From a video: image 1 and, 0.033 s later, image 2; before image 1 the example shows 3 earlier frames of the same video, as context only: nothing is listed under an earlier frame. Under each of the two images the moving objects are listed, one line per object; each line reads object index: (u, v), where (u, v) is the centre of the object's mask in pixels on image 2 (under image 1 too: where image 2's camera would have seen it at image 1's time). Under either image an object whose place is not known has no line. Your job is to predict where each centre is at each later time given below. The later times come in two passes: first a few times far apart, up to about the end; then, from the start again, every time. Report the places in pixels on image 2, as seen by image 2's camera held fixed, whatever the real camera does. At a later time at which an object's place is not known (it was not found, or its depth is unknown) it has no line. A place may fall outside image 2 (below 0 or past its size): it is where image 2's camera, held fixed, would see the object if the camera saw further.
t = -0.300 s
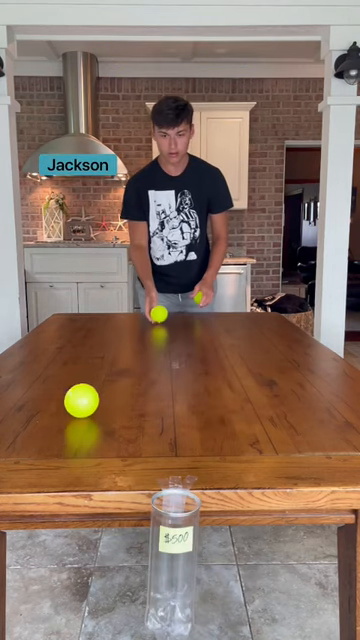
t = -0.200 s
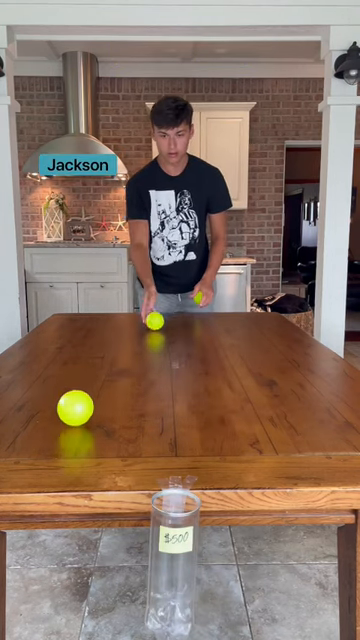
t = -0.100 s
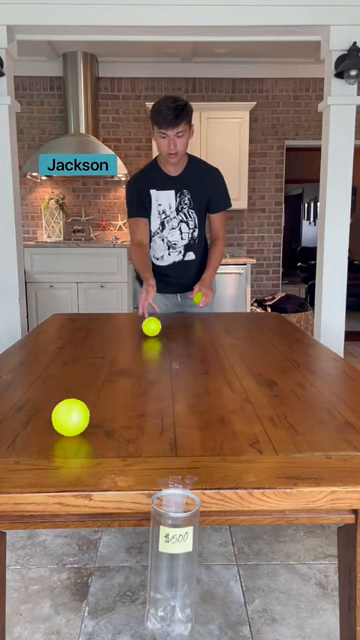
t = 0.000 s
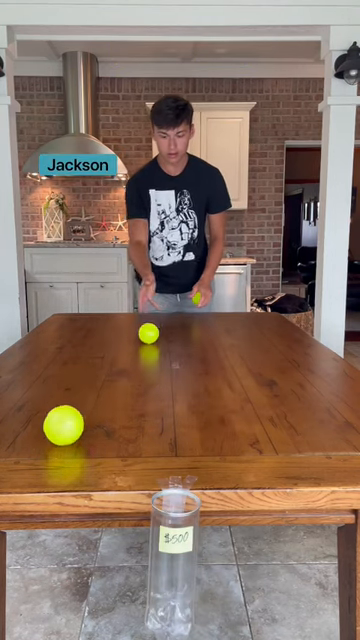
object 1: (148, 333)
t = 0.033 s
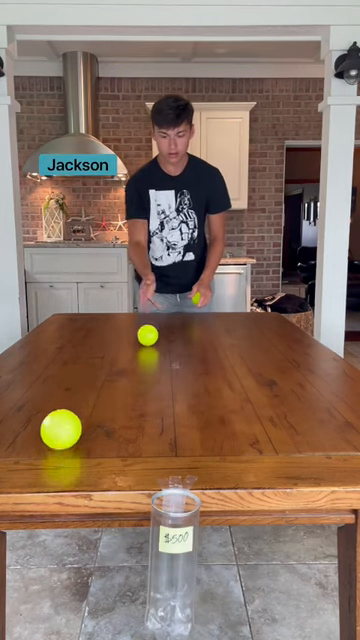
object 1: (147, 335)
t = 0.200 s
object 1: (144, 344)
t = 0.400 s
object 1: (137, 354)
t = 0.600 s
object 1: (127, 364)
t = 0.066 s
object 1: (147, 337)
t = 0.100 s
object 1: (146, 339)
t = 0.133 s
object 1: (145, 340)
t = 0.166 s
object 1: (144, 343)
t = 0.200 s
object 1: (144, 344)
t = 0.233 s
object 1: (143, 346)
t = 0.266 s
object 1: (142, 347)
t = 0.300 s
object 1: (141, 349)
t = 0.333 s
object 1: (140, 351)
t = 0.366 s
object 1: (138, 353)
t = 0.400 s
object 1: (137, 354)
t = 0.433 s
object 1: (135, 356)
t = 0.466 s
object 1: (134, 357)
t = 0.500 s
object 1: (132, 359)
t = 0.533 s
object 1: (131, 359)
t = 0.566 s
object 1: (129, 362)
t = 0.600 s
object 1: (127, 364)
